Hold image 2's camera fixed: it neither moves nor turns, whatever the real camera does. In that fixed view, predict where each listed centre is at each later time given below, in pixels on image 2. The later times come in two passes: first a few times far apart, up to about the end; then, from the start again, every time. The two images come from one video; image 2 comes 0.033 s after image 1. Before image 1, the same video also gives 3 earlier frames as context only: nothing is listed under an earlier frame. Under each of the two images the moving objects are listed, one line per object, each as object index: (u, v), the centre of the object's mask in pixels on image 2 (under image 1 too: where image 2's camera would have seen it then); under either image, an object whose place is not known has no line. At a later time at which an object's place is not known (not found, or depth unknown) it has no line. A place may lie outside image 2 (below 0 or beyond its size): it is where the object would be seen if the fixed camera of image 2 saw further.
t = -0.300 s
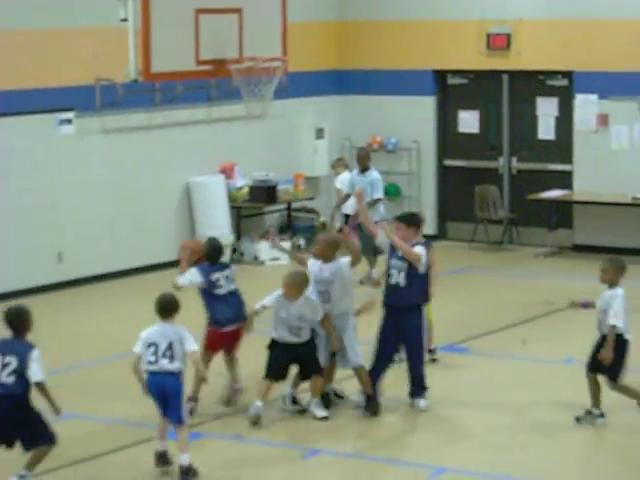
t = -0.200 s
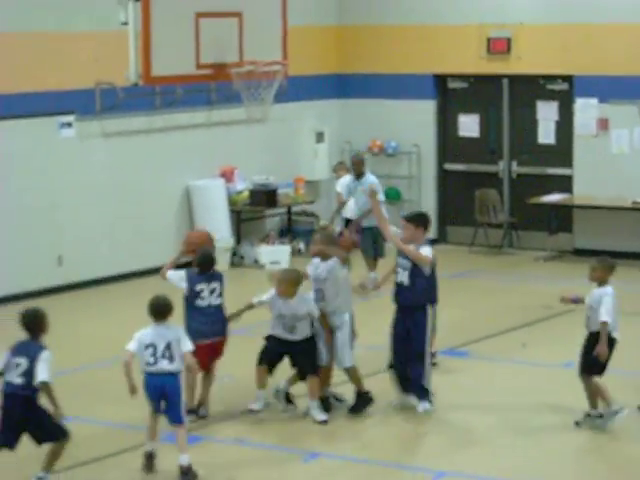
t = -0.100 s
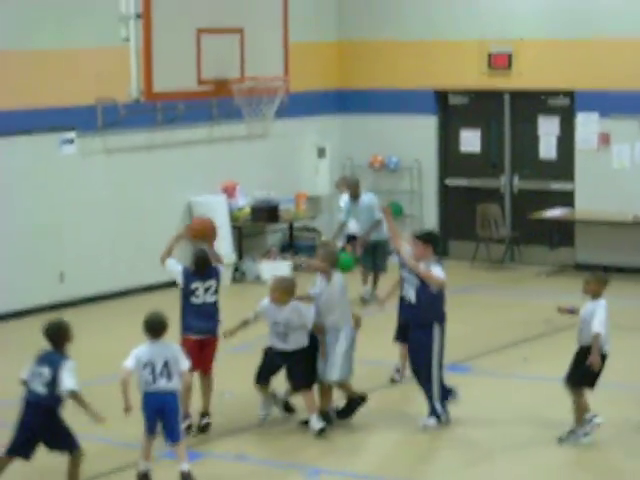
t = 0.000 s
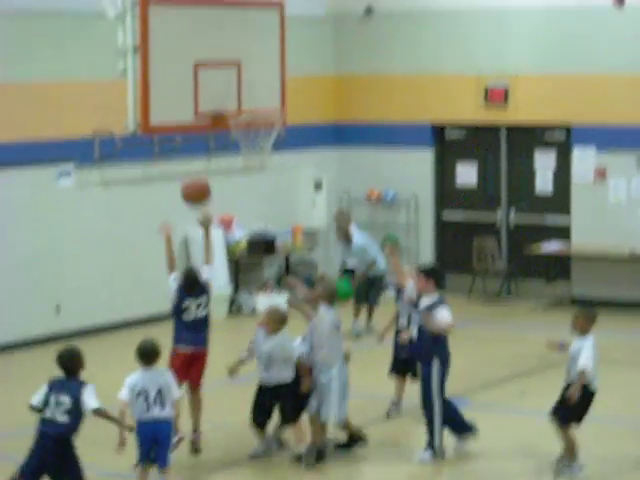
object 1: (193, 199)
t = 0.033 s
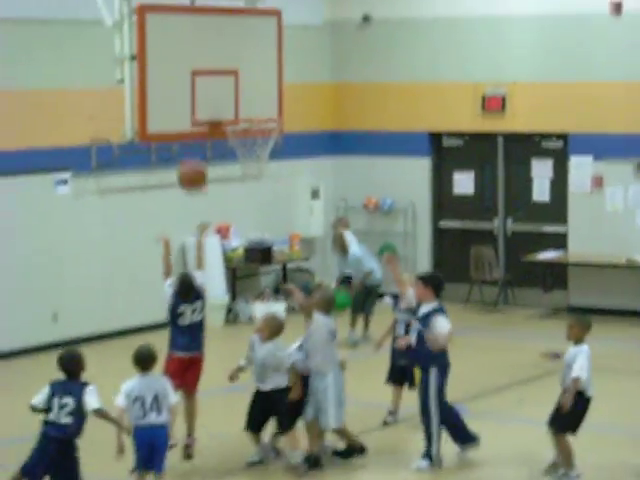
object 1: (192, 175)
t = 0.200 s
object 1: (188, 83)
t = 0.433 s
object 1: (186, 15)
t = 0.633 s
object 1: (194, 15)
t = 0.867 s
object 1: (221, 78)
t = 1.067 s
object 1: (209, 111)
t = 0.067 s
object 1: (192, 154)
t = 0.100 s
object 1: (191, 135)
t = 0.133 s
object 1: (190, 116)
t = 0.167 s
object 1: (188, 99)
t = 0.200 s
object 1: (188, 83)
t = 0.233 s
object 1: (187, 68)
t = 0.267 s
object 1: (187, 55)
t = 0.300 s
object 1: (187, 44)
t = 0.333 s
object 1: (186, 35)
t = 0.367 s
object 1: (186, 27)
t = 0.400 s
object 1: (186, 20)
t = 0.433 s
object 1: (186, 15)
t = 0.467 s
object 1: (185, 11)
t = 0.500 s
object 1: (185, 10)
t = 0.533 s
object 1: (185, 9)
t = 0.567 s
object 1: (186, 9)
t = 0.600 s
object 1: (190, 12)
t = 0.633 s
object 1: (194, 15)
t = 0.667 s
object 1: (199, 20)
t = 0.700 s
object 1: (202, 26)
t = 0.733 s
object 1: (205, 34)
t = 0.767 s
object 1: (208, 43)
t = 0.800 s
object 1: (212, 53)
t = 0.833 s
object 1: (216, 65)
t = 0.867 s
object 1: (221, 78)
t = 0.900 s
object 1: (224, 93)
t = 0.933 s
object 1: (227, 110)
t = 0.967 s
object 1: (225, 111)
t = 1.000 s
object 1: (220, 110)
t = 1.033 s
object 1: (214, 109)
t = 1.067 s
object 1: (209, 111)
